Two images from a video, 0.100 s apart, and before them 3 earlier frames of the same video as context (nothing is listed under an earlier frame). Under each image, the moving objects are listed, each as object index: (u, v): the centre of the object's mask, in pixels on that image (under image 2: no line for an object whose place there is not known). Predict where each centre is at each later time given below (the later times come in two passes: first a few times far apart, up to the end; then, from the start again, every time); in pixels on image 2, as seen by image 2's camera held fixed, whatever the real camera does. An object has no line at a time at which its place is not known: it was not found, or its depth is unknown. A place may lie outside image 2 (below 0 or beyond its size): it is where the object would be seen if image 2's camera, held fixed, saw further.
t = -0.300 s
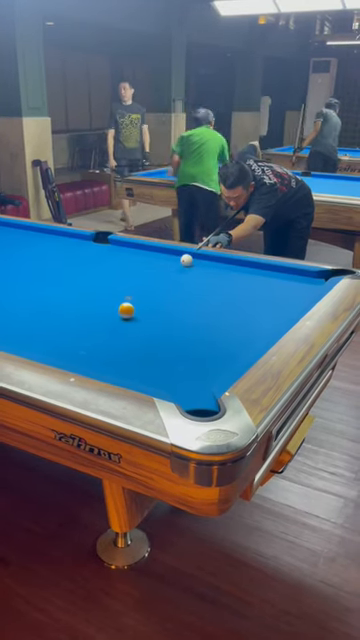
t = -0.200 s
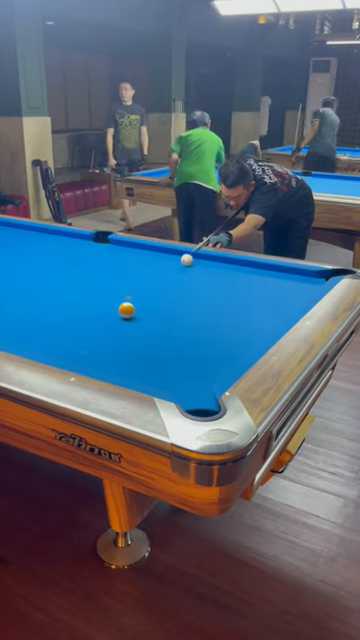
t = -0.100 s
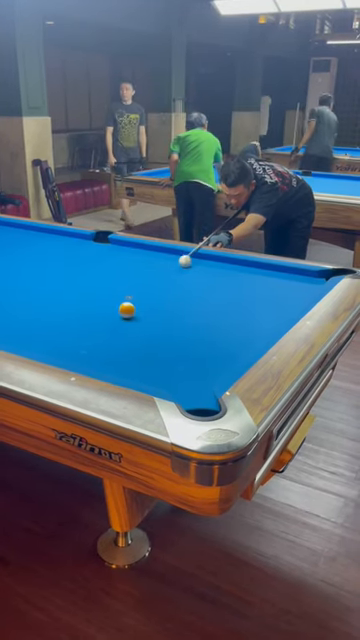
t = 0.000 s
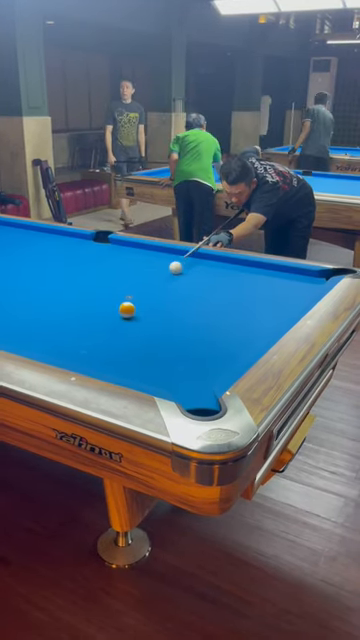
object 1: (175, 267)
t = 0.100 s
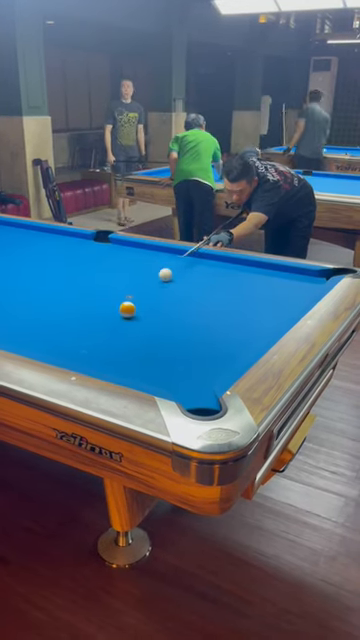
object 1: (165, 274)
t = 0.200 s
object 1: (154, 282)
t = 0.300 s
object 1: (141, 290)
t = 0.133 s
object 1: (162, 277)
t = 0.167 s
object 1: (158, 279)
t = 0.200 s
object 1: (154, 282)
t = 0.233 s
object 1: (150, 284)
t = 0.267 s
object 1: (146, 287)
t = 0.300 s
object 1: (141, 290)
